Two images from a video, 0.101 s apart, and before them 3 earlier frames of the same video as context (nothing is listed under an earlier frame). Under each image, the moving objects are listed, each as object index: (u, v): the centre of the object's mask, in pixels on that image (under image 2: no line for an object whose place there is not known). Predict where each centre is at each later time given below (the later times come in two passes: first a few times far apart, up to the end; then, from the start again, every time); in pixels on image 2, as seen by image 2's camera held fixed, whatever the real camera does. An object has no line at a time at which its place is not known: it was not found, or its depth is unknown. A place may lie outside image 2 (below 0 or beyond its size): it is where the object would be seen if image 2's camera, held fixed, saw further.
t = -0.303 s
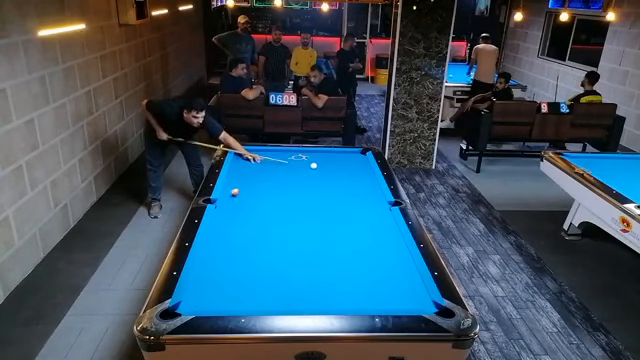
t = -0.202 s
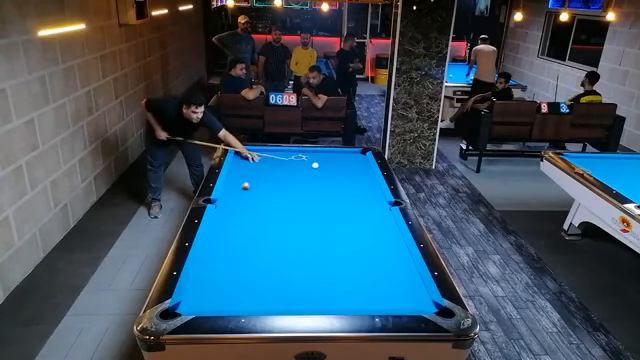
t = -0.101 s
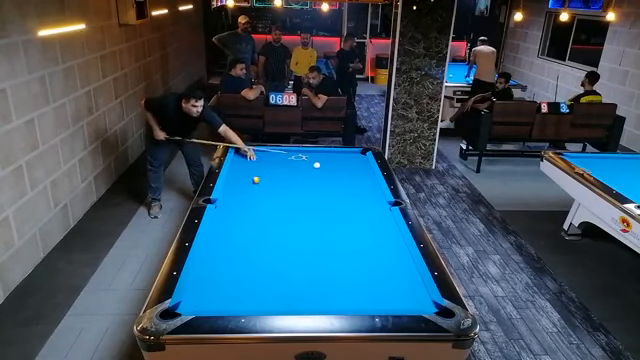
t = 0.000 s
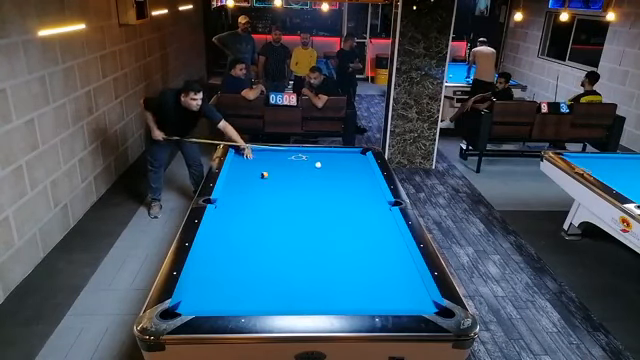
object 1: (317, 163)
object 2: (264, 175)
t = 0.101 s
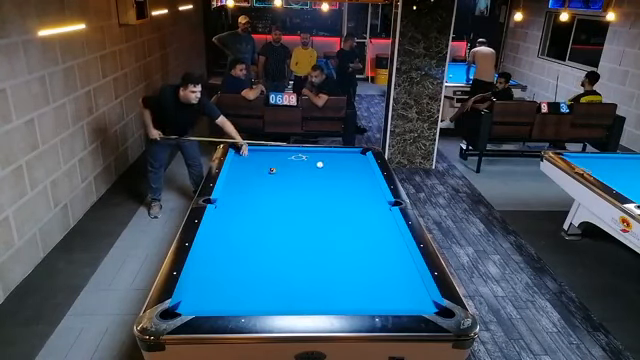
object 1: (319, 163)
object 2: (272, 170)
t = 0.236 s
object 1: (320, 163)
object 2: (281, 164)
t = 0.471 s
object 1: (323, 163)
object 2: (297, 155)
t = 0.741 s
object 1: (326, 163)
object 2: (314, 155)
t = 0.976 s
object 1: (327, 163)
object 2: (334, 162)
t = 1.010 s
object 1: (328, 162)
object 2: (336, 162)
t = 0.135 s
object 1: (320, 163)
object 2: (274, 168)
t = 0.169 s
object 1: (320, 163)
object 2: (276, 167)
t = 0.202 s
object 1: (320, 163)
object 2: (279, 166)
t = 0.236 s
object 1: (320, 163)
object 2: (281, 164)
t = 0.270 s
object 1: (321, 163)
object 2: (283, 163)
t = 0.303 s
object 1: (321, 163)
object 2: (285, 162)
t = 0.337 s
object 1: (322, 163)
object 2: (288, 160)
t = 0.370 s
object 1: (322, 163)
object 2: (290, 158)
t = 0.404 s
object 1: (322, 163)
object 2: (292, 157)
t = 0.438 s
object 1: (323, 163)
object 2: (293, 156)
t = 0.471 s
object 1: (323, 163)
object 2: (297, 155)
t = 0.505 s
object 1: (324, 163)
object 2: (298, 154)
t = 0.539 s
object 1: (324, 163)
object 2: (299, 152)
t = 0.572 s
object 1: (324, 163)
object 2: (302, 152)
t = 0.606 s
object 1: (324, 163)
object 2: (304, 152)
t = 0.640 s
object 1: (325, 163)
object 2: (307, 153)
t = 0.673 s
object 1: (325, 163)
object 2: (309, 153)
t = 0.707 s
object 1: (326, 163)
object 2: (312, 155)
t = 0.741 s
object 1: (326, 163)
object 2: (314, 155)
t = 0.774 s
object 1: (326, 163)
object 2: (318, 156)
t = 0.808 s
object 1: (326, 163)
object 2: (320, 156)
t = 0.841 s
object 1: (327, 163)
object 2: (323, 158)
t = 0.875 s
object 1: (327, 163)
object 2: (324, 158)
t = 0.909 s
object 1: (327, 163)
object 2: (329, 158)
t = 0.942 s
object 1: (327, 163)
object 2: (331, 160)
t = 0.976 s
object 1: (327, 163)
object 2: (334, 162)
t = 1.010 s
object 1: (328, 162)
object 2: (336, 162)
